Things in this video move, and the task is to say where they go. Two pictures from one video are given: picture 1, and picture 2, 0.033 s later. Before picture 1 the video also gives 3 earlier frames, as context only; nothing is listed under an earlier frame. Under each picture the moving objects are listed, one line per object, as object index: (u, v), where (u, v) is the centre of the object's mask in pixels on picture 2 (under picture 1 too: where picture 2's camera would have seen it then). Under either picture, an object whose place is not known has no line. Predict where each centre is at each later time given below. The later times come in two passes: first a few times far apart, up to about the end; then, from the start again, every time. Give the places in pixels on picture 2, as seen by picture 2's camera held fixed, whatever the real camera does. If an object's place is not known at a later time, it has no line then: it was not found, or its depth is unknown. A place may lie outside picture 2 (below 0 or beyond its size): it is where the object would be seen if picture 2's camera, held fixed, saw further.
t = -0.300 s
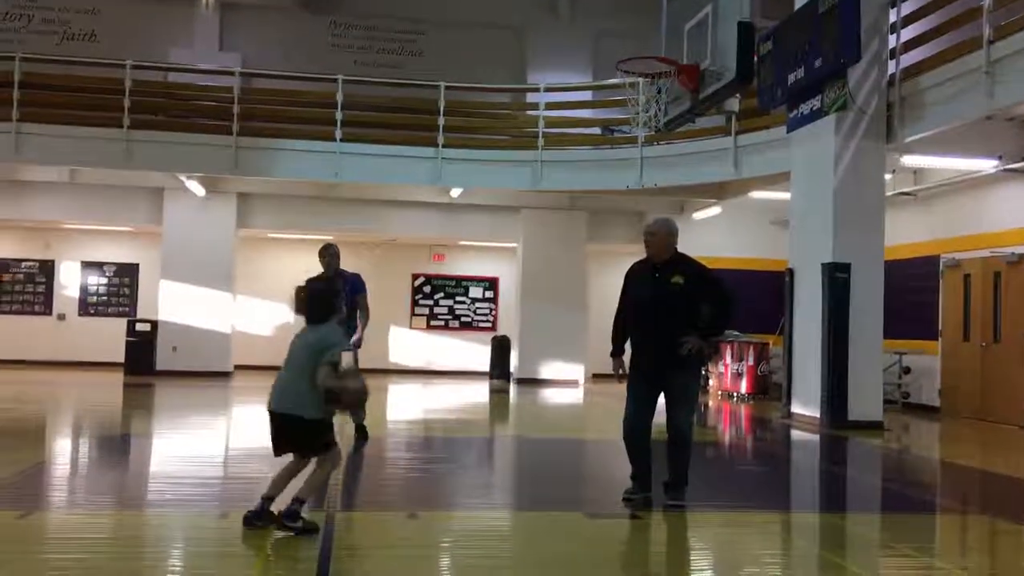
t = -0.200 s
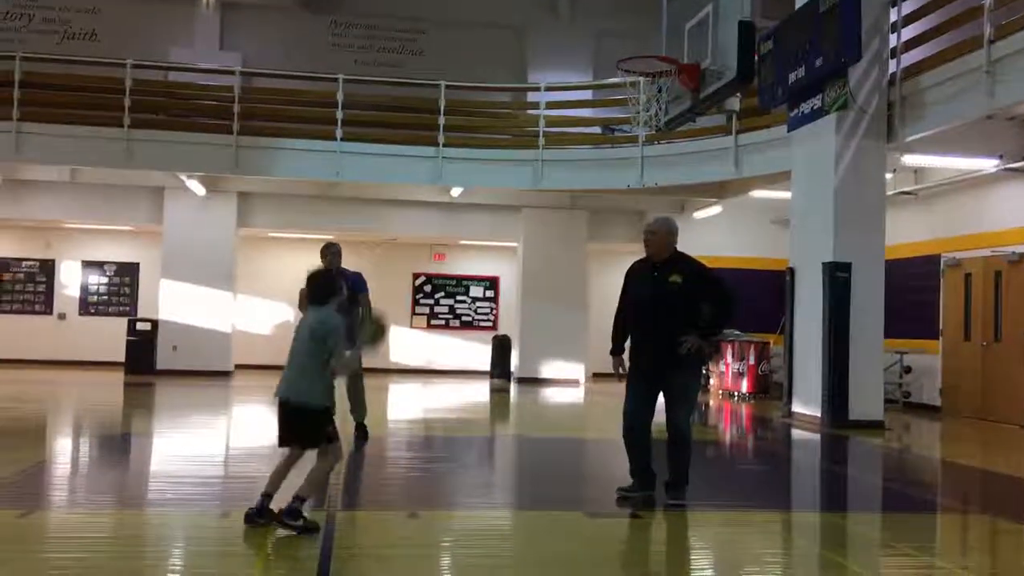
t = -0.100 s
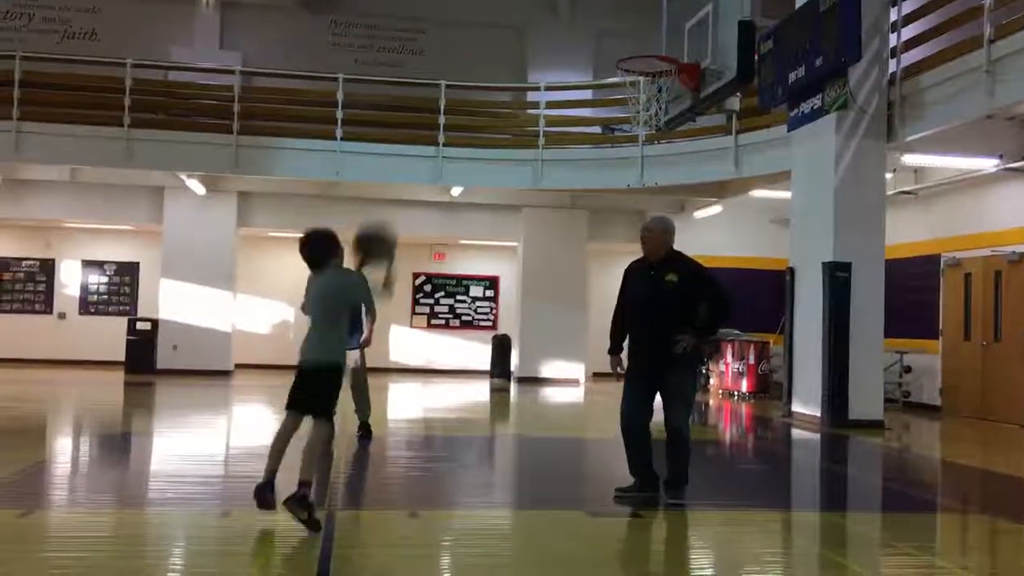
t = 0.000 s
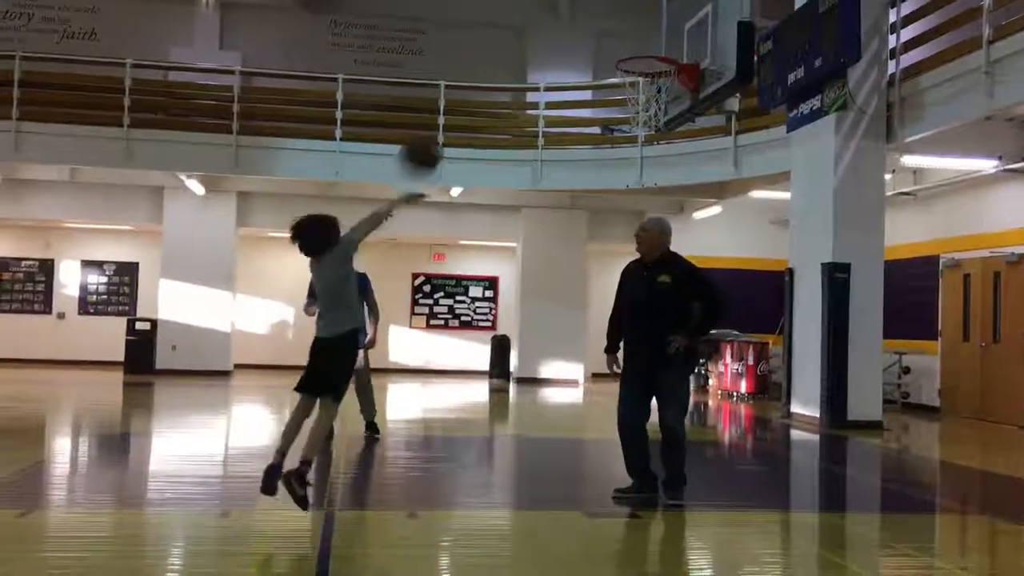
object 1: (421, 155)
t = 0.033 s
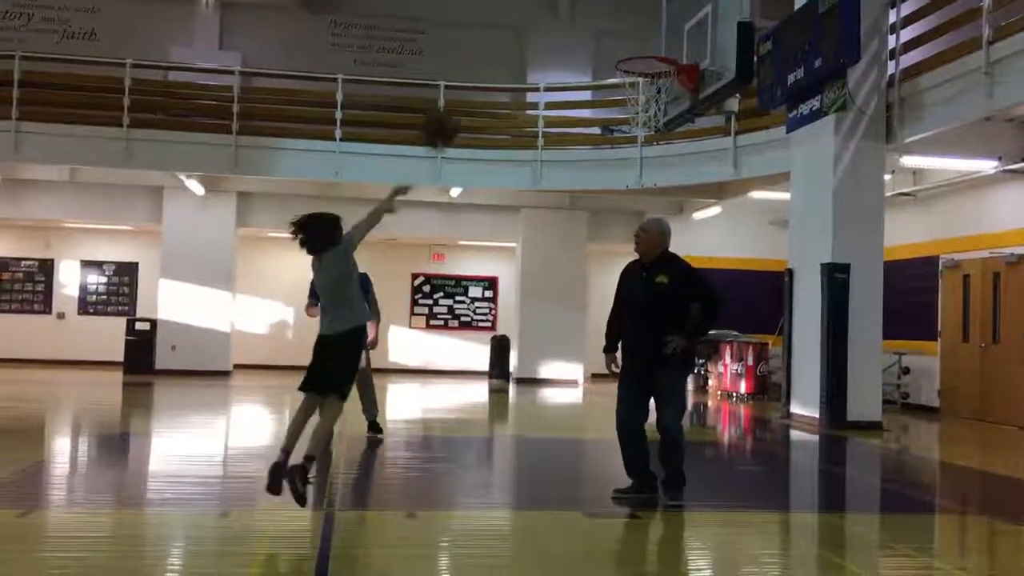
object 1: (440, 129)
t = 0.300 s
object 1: (559, 5)
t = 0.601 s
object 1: (658, 16)
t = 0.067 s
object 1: (455, 103)
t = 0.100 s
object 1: (473, 82)
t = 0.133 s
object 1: (489, 63)
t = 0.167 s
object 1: (504, 47)
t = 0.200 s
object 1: (519, 32)
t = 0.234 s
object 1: (532, 21)
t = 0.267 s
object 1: (545, 11)
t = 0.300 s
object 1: (559, 5)
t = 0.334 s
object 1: (571, 2)
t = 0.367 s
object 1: (583, -1)
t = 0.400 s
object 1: (595, -4)
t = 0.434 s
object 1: (607, -5)
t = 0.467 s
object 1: (618, -5)
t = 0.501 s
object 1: (628, -2)
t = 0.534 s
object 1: (638, 4)
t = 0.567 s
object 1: (648, 8)
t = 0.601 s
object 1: (658, 16)
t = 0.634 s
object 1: (667, 24)
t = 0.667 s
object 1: (678, 32)
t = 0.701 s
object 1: (686, 42)
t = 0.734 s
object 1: (689, 53)
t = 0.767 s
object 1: (690, 47)
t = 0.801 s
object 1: (696, 36)
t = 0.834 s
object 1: (697, 30)
